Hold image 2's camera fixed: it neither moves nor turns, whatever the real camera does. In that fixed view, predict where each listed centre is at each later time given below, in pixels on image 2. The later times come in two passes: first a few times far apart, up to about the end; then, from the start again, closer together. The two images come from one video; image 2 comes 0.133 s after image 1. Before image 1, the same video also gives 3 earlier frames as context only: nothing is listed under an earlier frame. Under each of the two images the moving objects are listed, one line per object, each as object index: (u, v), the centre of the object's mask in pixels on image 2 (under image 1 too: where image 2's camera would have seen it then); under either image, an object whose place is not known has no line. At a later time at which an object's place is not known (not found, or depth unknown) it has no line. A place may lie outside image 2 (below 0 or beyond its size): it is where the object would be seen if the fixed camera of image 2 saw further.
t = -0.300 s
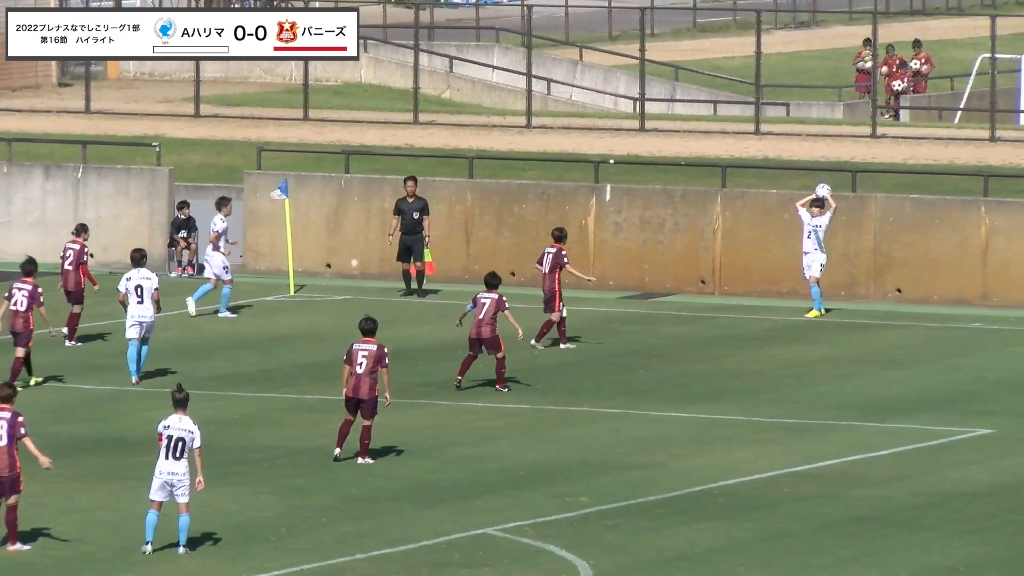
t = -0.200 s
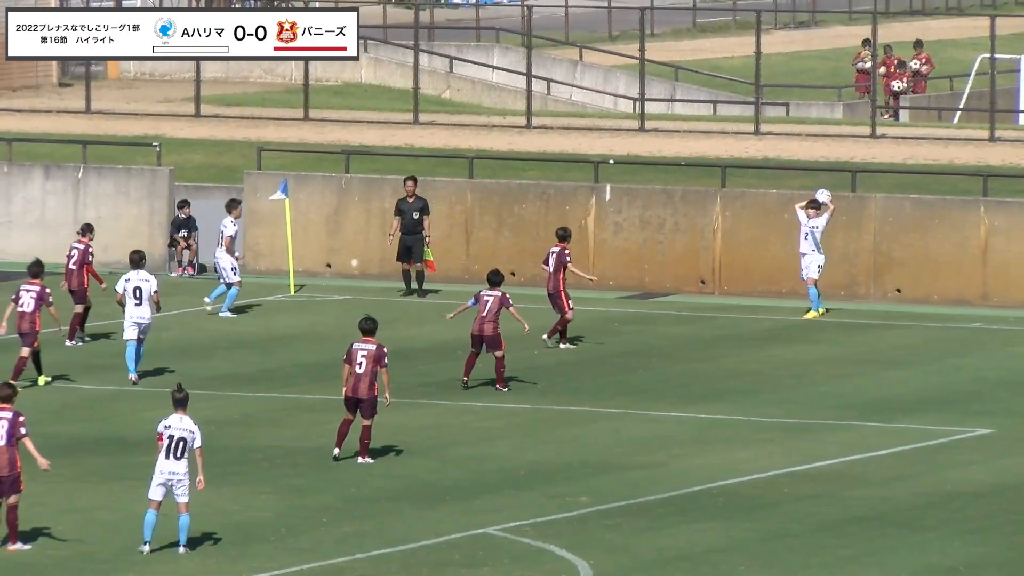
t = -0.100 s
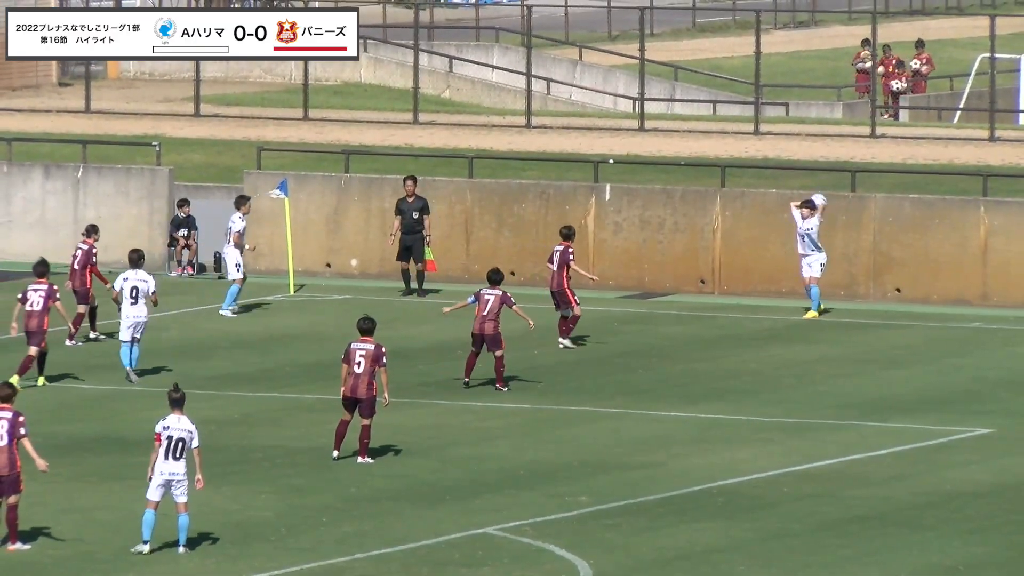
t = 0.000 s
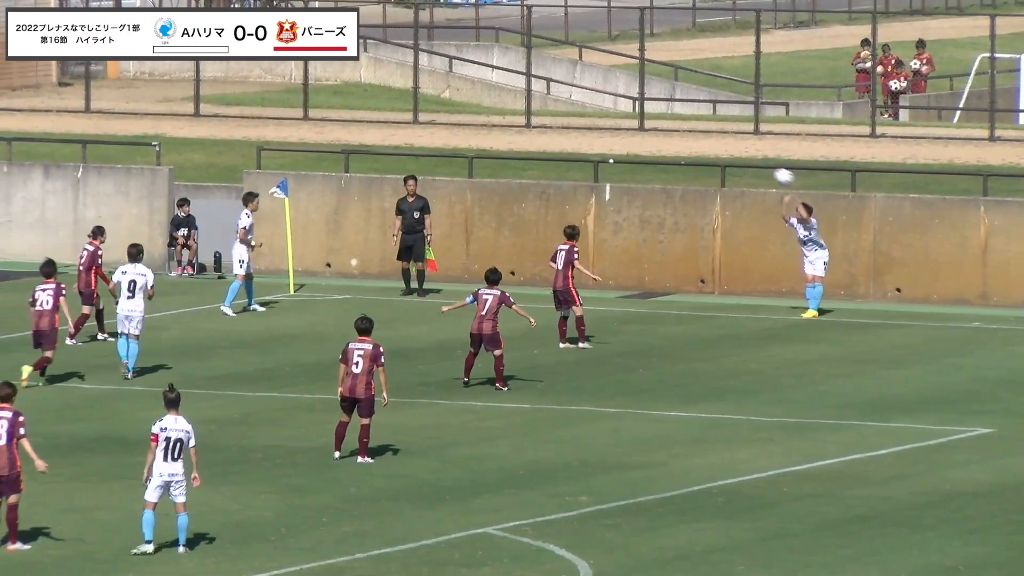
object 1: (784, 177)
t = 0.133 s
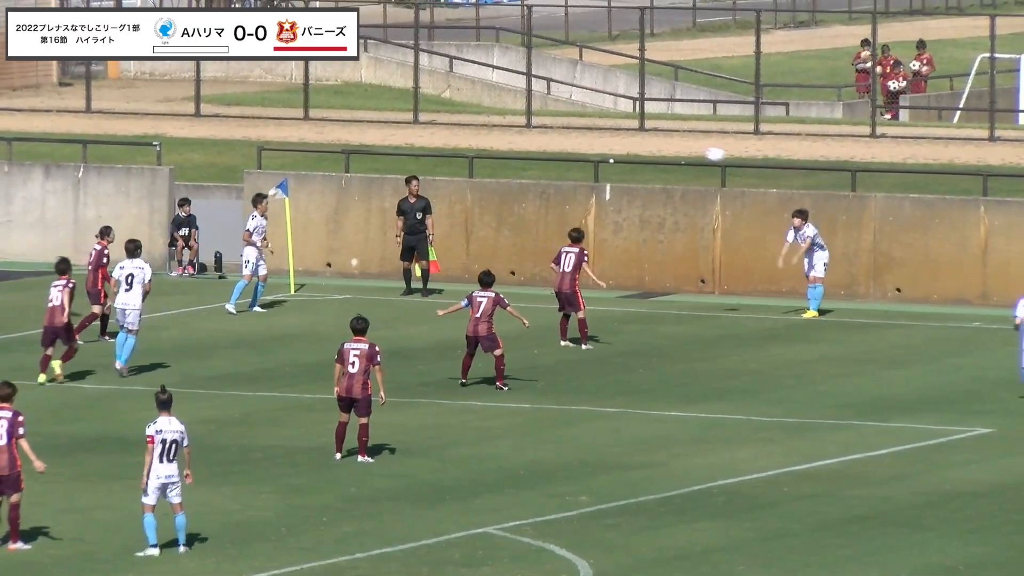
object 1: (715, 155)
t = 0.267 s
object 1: (646, 147)
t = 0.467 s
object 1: (539, 161)
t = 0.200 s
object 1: (681, 149)
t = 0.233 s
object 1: (664, 148)
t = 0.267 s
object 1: (646, 147)
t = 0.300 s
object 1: (628, 147)
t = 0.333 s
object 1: (611, 147)
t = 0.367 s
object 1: (594, 149)
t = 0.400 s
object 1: (575, 152)
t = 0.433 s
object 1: (557, 156)
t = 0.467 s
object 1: (539, 161)
